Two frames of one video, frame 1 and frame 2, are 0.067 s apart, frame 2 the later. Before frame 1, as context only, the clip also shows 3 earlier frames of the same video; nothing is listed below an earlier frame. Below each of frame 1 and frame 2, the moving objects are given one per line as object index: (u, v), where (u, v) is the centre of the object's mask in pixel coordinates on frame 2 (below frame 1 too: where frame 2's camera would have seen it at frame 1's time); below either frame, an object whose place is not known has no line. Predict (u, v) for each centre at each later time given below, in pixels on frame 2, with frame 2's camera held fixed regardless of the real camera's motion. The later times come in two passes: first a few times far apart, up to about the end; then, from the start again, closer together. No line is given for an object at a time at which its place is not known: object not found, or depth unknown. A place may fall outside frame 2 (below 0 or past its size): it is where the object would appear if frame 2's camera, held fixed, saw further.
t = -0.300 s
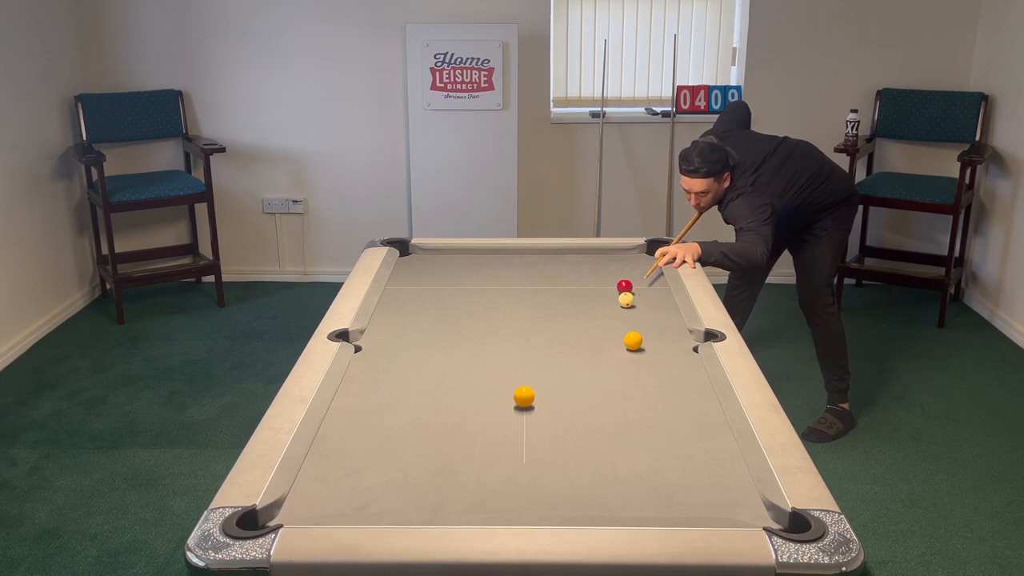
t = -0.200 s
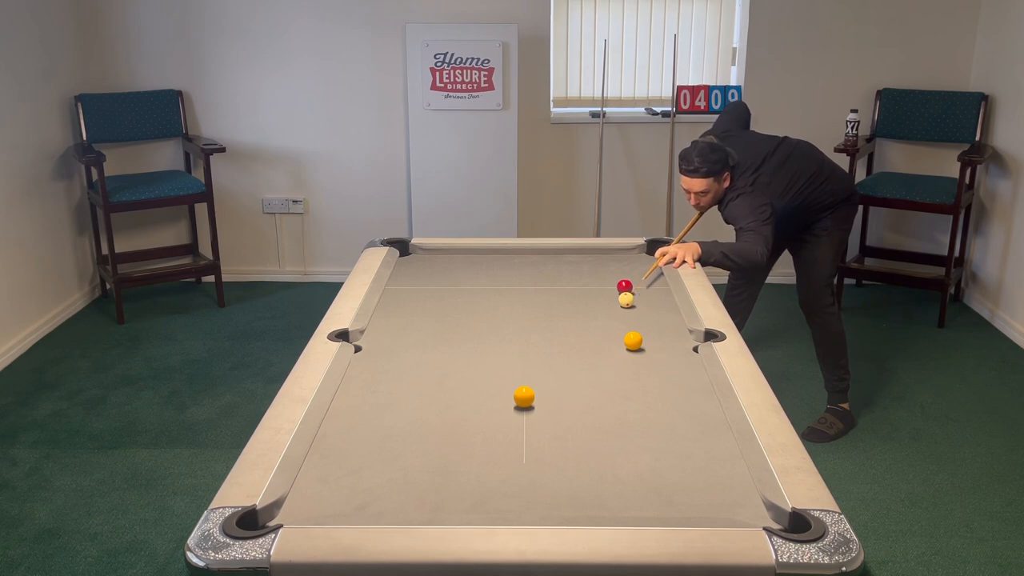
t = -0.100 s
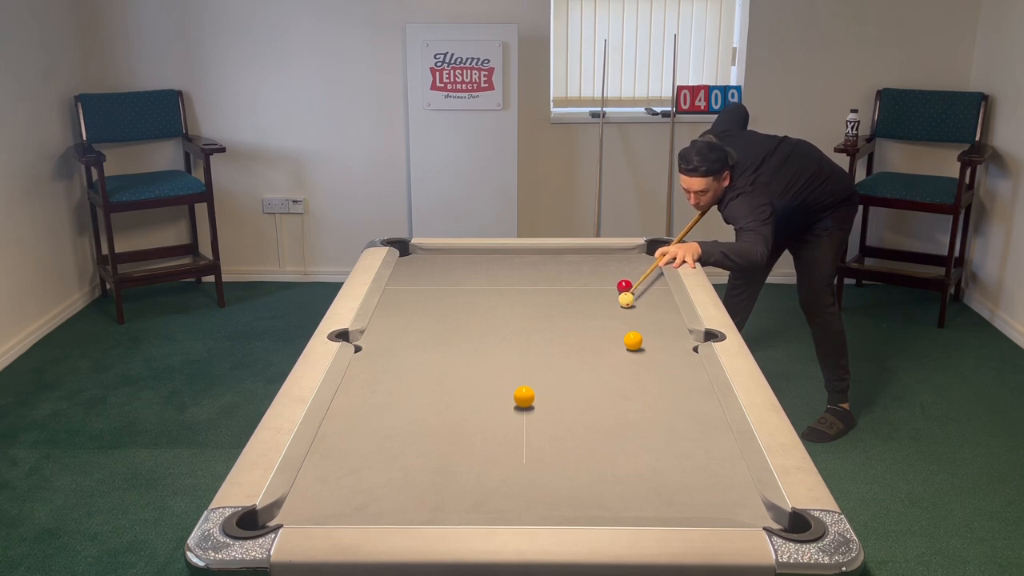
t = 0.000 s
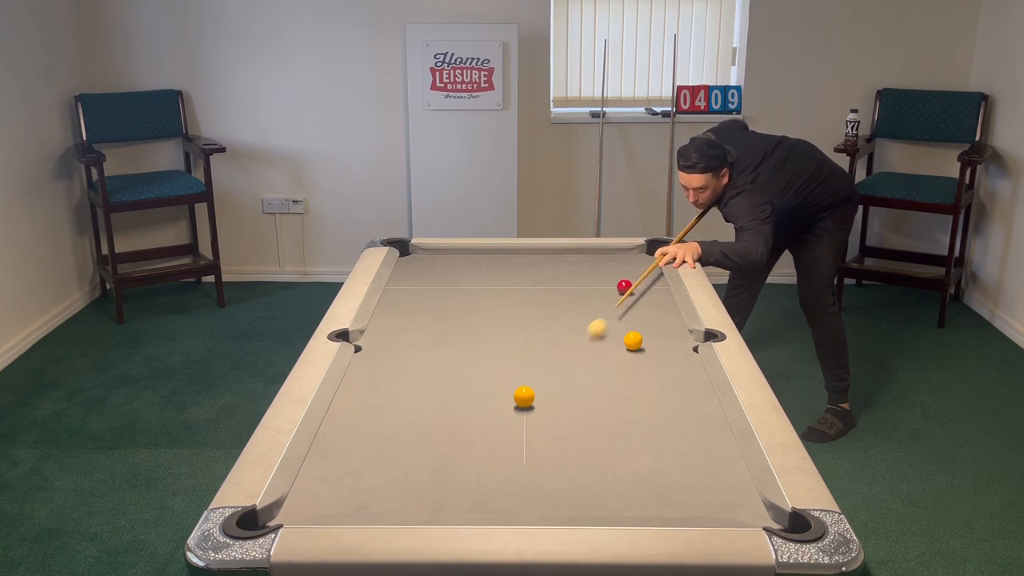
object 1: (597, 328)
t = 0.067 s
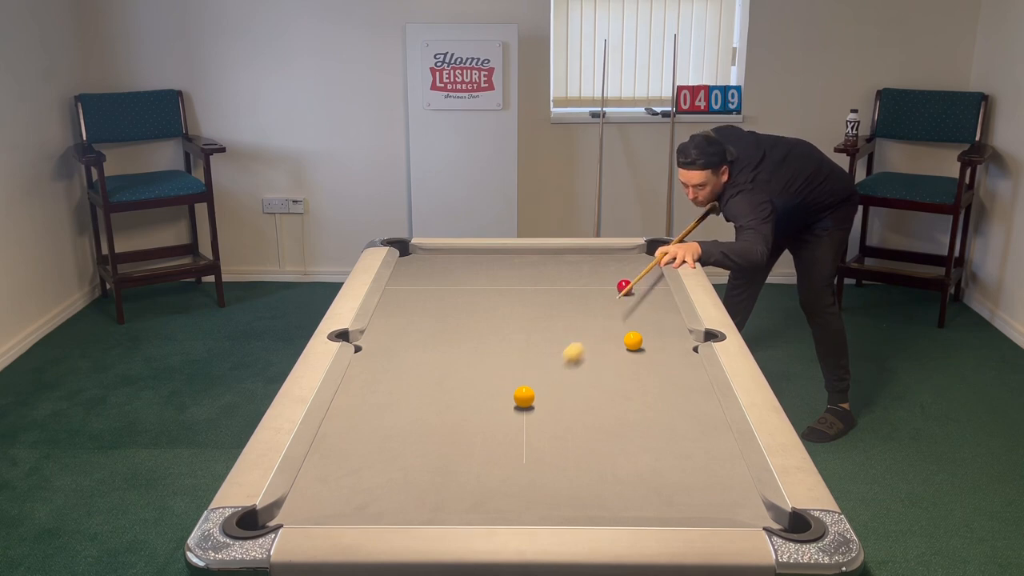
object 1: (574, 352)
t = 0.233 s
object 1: (561, 397)
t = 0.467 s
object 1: (612, 430)
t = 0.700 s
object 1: (653, 480)
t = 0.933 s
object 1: (687, 500)
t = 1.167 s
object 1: (699, 468)
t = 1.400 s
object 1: (710, 442)
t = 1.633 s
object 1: (714, 420)
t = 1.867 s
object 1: (699, 403)
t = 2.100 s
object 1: (686, 389)
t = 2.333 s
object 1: (675, 377)
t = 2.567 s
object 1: (666, 366)
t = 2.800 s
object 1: (658, 357)
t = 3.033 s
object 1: (652, 350)
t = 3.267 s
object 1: (649, 345)
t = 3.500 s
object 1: (652, 342)
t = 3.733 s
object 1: (653, 341)
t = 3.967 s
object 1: (653, 340)
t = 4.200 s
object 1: (653, 340)
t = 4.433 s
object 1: (653, 340)
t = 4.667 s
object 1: (653, 340)
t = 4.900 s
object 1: (653, 340)
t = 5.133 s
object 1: (653, 340)
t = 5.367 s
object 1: (653, 340)
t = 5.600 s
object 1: (654, 340)
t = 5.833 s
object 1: (653, 340)
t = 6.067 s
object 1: (653, 340)
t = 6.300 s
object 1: (653, 340)
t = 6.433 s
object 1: (653, 340)
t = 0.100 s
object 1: (560, 366)
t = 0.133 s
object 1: (546, 380)
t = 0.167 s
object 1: (541, 391)
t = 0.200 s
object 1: (552, 394)
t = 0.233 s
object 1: (561, 397)
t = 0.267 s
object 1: (569, 400)
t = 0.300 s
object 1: (578, 404)
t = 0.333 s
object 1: (586, 408)
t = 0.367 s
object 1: (593, 413)
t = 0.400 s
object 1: (600, 418)
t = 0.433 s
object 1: (606, 423)
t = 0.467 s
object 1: (612, 430)
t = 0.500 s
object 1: (617, 437)
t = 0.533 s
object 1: (623, 443)
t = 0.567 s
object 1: (628, 450)
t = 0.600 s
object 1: (634, 458)
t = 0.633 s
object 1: (640, 465)
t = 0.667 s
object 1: (646, 473)
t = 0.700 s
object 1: (653, 480)
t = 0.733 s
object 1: (659, 488)
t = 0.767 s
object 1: (665, 496)
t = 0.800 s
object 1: (672, 504)
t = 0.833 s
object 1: (679, 508)
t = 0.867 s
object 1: (683, 508)
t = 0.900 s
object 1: (685, 505)
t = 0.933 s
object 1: (687, 500)
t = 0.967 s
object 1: (688, 495)
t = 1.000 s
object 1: (690, 490)
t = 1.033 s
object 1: (692, 486)
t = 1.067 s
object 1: (694, 481)
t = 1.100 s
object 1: (696, 477)
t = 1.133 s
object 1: (698, 473)
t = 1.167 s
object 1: (699, 468)
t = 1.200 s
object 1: (701, 464)
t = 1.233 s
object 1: (702, 460)
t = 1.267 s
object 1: (704, 456)
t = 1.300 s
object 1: (706, 453)
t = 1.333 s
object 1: (707, 449)
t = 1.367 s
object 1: (709, 446)
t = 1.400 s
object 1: (710, 442)
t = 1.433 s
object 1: (712, 439)
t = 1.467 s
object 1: (713, 435)
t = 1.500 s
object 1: (714, 432)
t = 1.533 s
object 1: (716, 429)
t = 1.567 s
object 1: (717, 426)
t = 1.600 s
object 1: (717, 423)
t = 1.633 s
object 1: (714, 420)
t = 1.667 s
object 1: (712, 418)
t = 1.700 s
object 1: (710, 415)
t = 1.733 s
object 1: (708, 413)
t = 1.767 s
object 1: (705, 410)
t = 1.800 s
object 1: (703, 408)
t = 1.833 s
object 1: (701, 406)
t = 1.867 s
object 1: (699, 403)
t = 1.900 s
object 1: (697, 401)
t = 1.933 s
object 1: (695, 399)
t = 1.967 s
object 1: (693, 397)
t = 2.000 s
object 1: (692, 395)
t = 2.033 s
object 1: (690, 393)
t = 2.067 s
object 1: (688, 391)
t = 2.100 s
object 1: (686, 389)
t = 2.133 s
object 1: (685, 387)
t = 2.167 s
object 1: (683, 385)
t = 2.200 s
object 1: (682, 384)
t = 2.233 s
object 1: (680, 382)
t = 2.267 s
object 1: (678, 380)
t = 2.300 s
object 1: (677, 378)
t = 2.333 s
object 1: (675, 377)
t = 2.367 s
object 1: (674, 375)
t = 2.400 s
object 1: (672, 374)
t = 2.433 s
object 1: (671, 372)
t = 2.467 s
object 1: (670, 370)
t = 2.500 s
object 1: (668, 369)
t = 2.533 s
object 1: (667, 368)
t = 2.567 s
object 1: (666, 366)
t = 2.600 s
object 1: (665, 365)
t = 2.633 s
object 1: (664, 364)
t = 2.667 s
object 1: (662, 362)
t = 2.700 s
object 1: (661, 361)
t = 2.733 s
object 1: (660, 360)
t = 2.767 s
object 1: (659, 359)
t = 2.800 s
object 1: (658, 357)
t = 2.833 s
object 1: (657, 356)
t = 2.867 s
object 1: (656, 355)
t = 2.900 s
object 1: (655, 354)
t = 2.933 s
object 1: (654, 353)
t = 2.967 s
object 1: (653, 352)
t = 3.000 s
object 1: (652, 351)
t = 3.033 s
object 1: (652, 350)
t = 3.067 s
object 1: (650, 349)
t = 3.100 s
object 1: (650, 348)
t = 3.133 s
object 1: (649, 347)
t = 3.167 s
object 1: (648, 346)
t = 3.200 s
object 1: (648, 346)
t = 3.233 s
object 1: (649, 345)
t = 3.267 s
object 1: (649, 345)
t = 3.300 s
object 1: (650, 344)
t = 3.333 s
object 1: (650, 344)
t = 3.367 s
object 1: (651, 343)
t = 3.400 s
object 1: (651, 343)
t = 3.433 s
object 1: (651, 343)
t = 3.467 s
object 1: (652, 342)
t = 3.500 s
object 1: (652, 342)
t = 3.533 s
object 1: (652, 342)
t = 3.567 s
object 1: (652, 342)
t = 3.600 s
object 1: (652, 342)
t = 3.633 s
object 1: (653, 341)
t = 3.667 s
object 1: (653, 341)
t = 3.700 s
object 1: (653, 341)
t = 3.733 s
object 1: (653, 341)
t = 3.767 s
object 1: (653, 340)
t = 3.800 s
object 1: (653, 340)
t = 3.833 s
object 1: (653, 340)
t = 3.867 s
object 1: (653, 340)
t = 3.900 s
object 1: (653, 340)
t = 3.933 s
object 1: (653, 340)
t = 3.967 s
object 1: (653, 340)
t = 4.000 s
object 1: (654, 340)
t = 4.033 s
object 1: (654, 340)
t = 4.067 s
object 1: (653, 340)
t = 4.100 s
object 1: (654, 340)
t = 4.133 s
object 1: (653, 340)
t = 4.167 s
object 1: (654, 340)
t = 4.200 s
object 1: (653, 340)
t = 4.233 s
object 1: (653, 340)
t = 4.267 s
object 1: (653, 340)
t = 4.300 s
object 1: (653, 340)
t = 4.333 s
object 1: (654, 340)
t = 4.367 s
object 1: (653, 340)
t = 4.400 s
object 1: (653, 340)
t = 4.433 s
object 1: (653, 340)
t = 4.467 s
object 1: (653, 340)
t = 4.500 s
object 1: (653, 340)
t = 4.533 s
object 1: (653, 340)
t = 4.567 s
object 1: (653, 340)
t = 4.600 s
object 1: (653, 340)
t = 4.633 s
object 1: (653, 340)
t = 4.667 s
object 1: (653, 340)
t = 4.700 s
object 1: (653, 340)
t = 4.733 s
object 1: (653, 340)
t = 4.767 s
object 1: (653, 340)
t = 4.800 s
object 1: (653, 340)
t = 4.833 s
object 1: (653, 340)
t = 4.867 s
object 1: (653, 340)
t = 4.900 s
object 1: (653, 340)
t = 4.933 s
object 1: (653, 340)
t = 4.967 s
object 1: (654, 340)
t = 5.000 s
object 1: (653, 340)
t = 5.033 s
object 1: (653, 340)
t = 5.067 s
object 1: (653, 340)
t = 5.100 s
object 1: (653, 340)
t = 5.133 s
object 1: (653, 340)
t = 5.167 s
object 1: (653, 340)
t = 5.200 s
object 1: (653, 340)
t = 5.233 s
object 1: (653, 340)
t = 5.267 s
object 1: (654, 340)
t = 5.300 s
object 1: (653, 340)
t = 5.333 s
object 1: (654, 340)
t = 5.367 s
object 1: (653, 340)
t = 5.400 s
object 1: (653, 340)
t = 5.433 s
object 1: (654, 340)
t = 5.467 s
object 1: (654, 340)
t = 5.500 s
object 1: (653, 340)
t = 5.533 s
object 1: (654, 340)
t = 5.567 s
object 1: (653, 340)
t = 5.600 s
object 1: (654, 340)
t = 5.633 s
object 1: (654, 340)
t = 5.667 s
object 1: (654, 340)
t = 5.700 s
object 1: (653, 340)
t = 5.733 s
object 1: (653, 340)
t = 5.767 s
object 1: (653, 340)
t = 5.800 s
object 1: (653, 340)
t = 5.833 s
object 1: (653, 340)
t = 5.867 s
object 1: (653, 340)
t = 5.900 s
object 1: (653, 340)
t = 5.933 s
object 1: (653, 340)
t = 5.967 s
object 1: (653, 340)
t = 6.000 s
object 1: (653, 340)
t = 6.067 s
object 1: (653, 340)
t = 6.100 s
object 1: (653, 340)
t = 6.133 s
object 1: (653, 340)
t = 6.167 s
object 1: (653, 340)
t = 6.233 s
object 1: (653, 340)
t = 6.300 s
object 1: (653, 340)
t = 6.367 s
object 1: (653, 340)
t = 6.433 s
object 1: (653, 340)
